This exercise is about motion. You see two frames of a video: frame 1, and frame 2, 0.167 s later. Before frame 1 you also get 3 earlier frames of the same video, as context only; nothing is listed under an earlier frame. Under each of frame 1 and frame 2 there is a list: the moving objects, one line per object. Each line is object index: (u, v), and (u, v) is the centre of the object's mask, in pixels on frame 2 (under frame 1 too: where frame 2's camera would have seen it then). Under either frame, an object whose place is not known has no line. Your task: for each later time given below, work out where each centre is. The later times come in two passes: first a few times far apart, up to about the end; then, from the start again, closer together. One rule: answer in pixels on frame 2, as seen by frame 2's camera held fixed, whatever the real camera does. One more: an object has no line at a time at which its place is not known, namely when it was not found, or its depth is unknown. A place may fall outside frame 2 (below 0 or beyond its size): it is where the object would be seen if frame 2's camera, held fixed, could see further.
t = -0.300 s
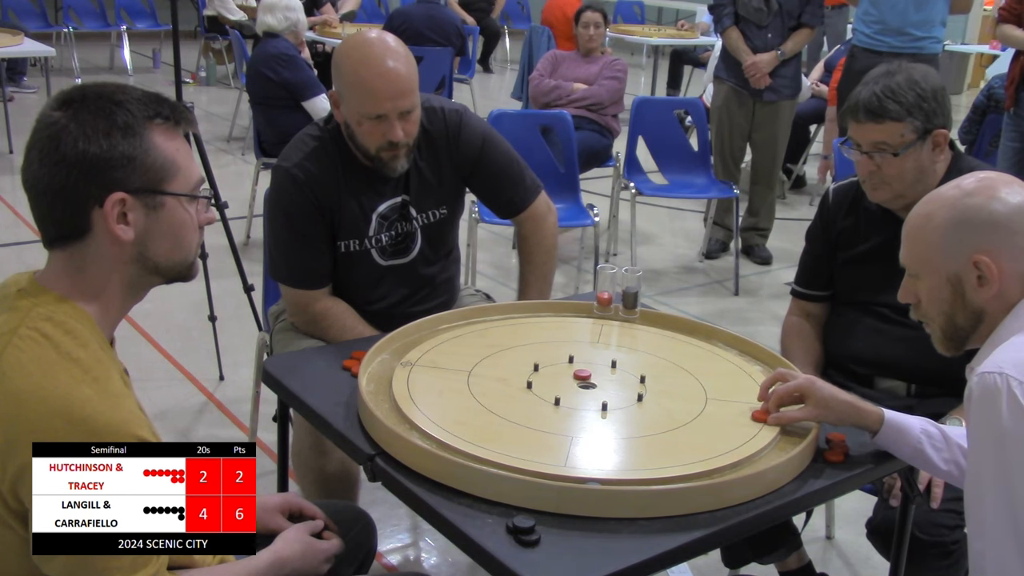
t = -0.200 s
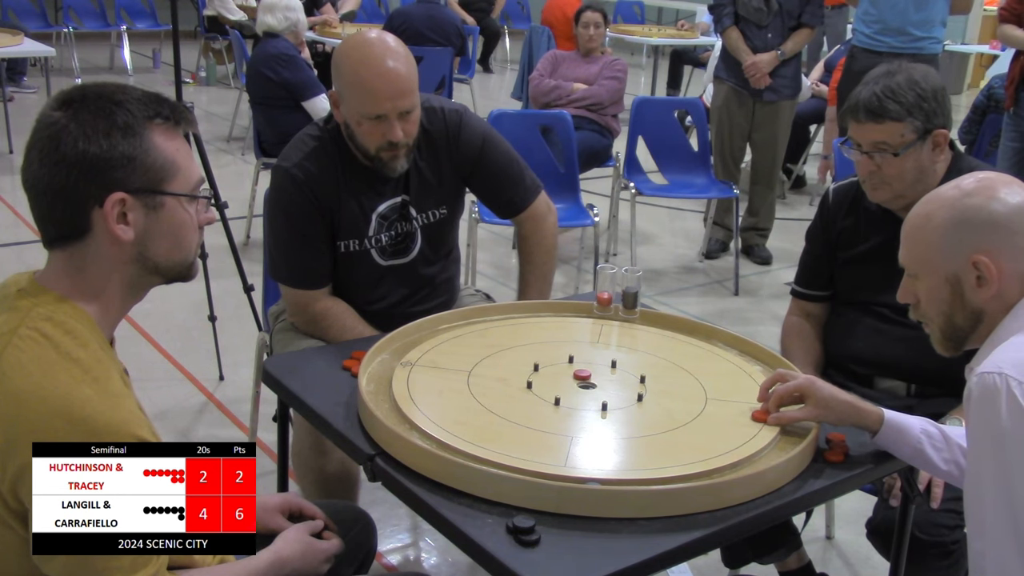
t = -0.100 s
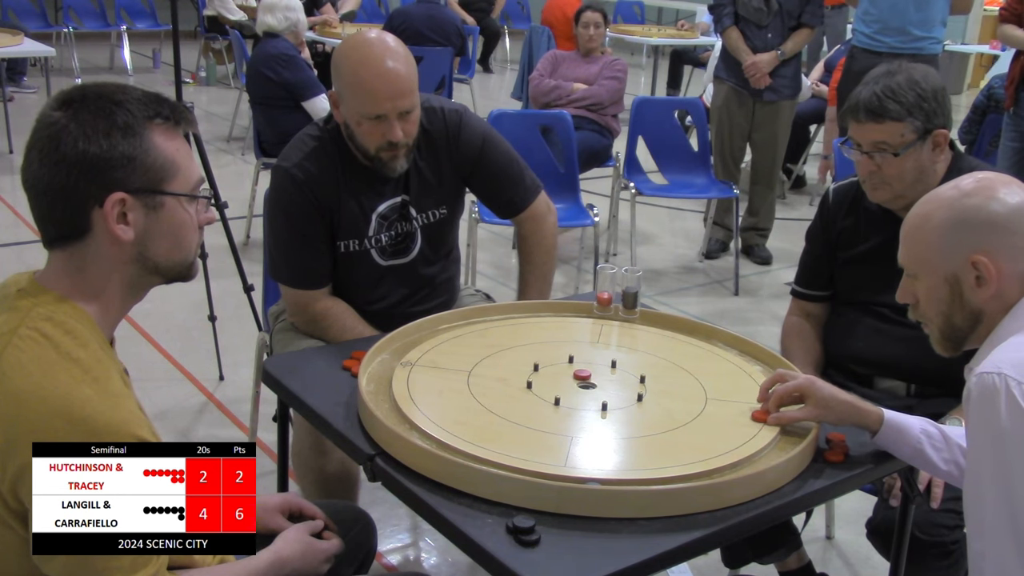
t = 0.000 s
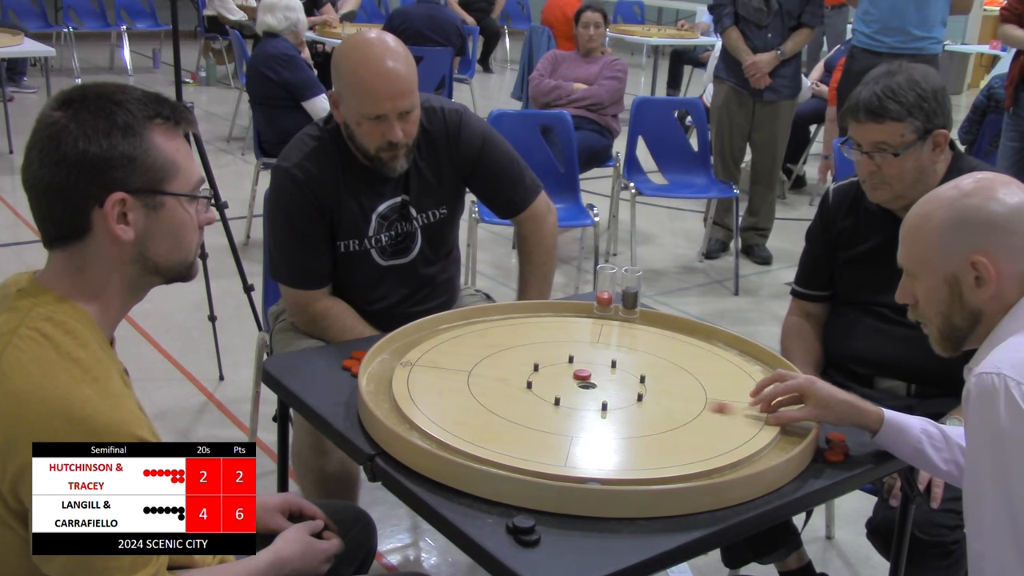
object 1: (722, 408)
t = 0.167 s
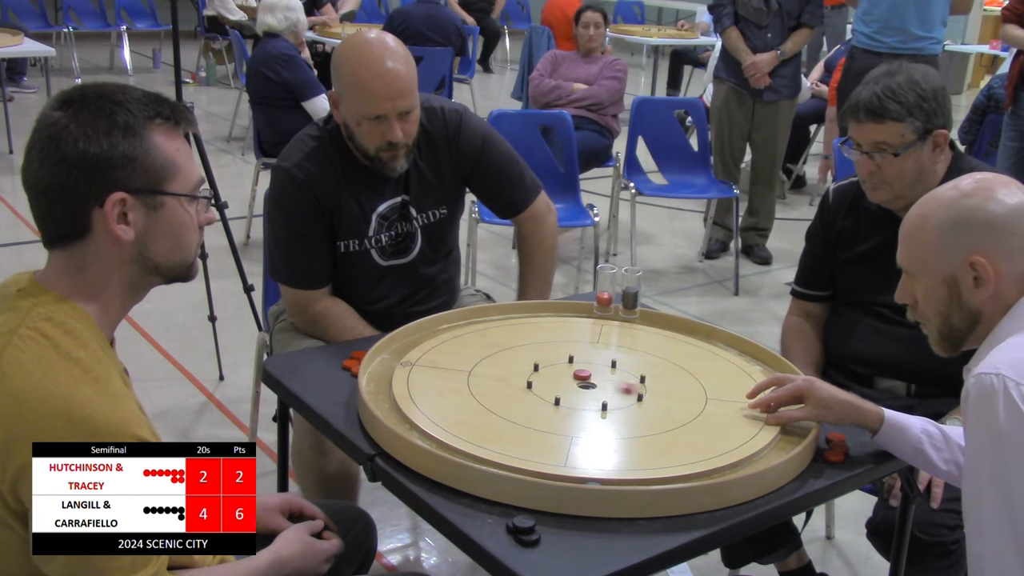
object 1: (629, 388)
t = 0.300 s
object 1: (586, 383)
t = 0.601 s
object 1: (586, 385)
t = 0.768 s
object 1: (586, 385)
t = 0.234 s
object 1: (595, 381)
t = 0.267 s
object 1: (588, 382)
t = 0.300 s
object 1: (586, 383)
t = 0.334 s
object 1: (586, 384)
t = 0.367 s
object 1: (586, 384)
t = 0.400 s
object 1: (586, 385)
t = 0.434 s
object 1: (586, 384)
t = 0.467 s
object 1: (586, 384)
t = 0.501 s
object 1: (586, 384)
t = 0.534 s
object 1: (586, 384)
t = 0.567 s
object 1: (586, 384)
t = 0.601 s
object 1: (586, 385)
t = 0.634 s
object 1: (586, 384)
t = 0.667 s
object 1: (586, 385)
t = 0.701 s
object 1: (586, 385)
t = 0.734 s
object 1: (586, 385)
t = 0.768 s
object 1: (586, 385)
